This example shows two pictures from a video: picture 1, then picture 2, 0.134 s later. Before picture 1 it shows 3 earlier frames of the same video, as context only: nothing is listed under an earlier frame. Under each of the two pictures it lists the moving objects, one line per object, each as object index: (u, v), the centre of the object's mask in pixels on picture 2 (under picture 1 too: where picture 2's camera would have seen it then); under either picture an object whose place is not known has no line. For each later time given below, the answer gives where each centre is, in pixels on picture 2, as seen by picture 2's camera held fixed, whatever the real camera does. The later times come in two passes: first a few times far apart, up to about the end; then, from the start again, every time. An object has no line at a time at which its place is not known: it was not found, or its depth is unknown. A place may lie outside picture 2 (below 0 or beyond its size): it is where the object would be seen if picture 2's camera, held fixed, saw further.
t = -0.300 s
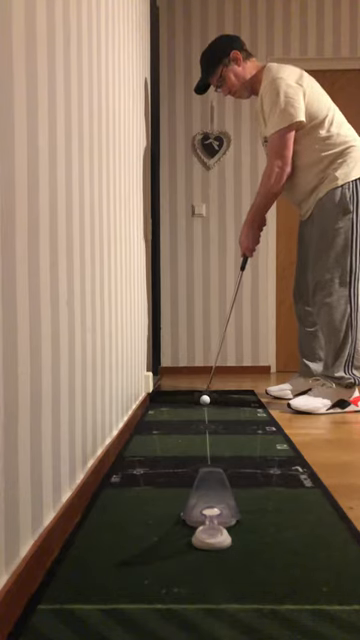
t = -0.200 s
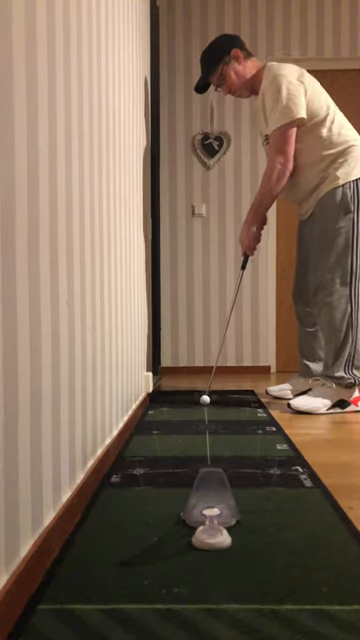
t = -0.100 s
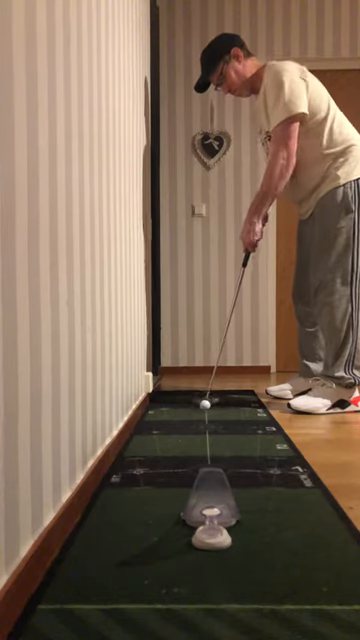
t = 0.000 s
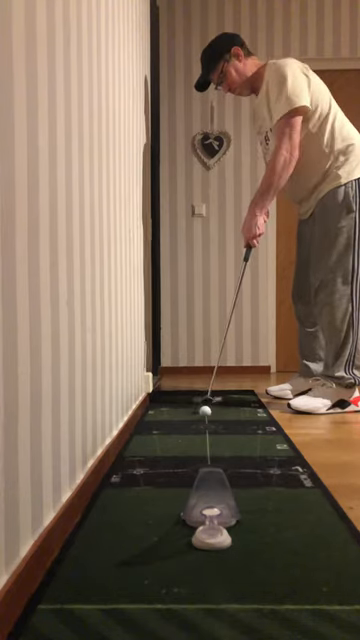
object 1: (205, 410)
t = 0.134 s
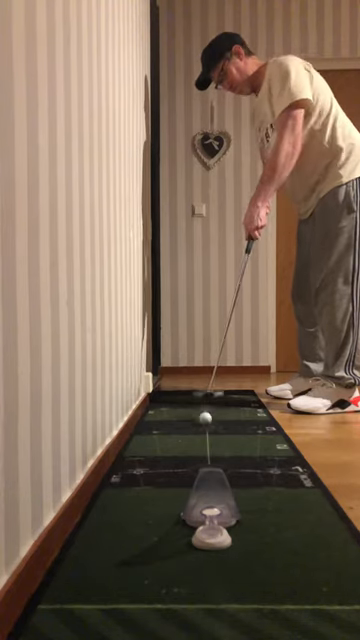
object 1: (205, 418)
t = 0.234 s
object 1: (205, 423)
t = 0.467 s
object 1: (204, 440)
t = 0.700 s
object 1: (204, 459)
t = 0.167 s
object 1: (205, 419)
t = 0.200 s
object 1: (205, 420)
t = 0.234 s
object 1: (205, 423)
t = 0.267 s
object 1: (205, 425)
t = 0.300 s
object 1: (205, 428)
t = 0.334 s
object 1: (204, 429)
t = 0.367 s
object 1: (204, 431)
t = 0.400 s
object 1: (204, 434)
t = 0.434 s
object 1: (204, 438)
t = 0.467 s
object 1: (204, 440)
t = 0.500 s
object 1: (204, 441)
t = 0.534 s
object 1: (204, 443)
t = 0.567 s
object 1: (204, 448)
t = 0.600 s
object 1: (204, 451)
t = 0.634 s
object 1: (204, 453)
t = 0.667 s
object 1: (204, 456)
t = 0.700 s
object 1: (204, 459)
